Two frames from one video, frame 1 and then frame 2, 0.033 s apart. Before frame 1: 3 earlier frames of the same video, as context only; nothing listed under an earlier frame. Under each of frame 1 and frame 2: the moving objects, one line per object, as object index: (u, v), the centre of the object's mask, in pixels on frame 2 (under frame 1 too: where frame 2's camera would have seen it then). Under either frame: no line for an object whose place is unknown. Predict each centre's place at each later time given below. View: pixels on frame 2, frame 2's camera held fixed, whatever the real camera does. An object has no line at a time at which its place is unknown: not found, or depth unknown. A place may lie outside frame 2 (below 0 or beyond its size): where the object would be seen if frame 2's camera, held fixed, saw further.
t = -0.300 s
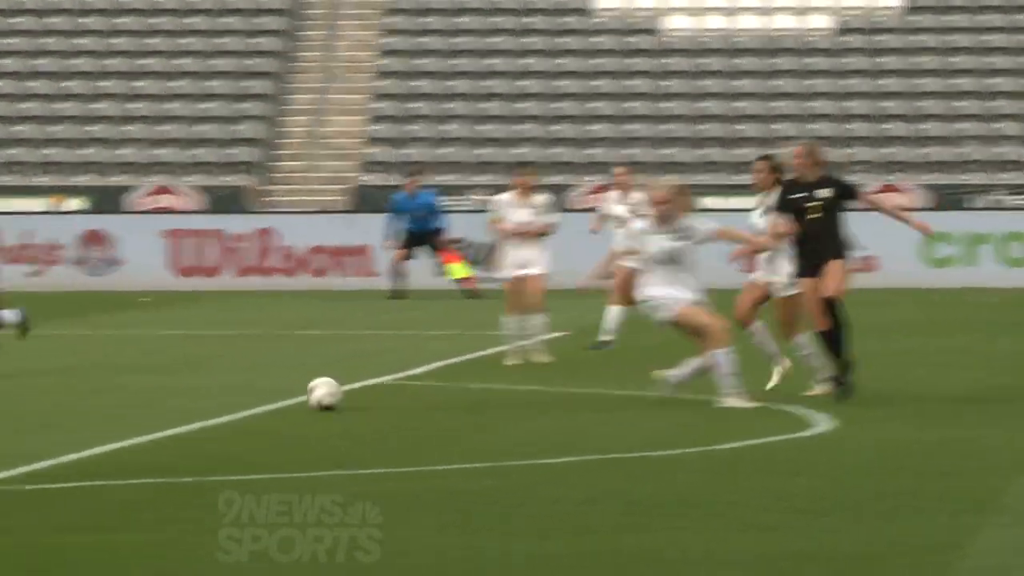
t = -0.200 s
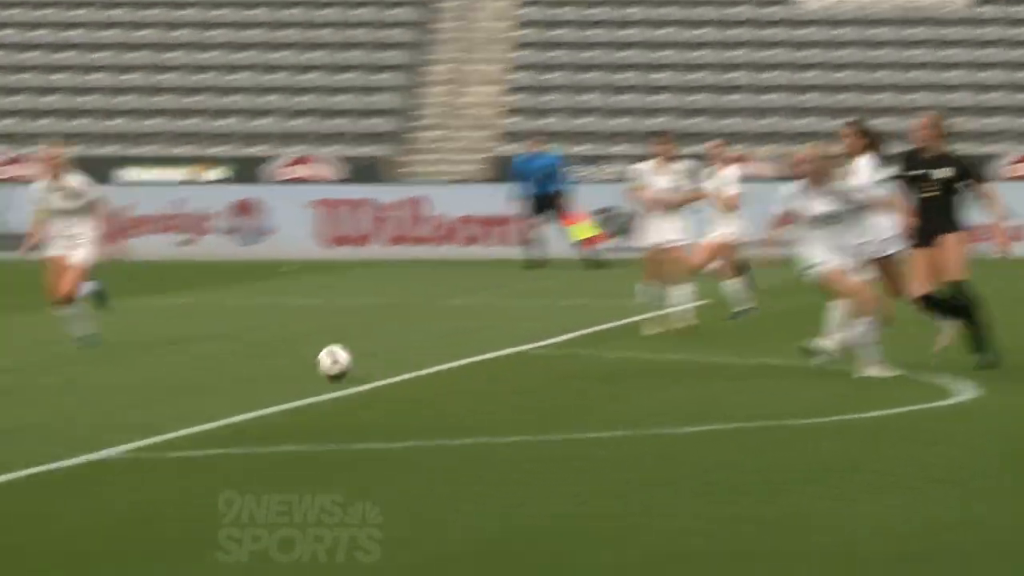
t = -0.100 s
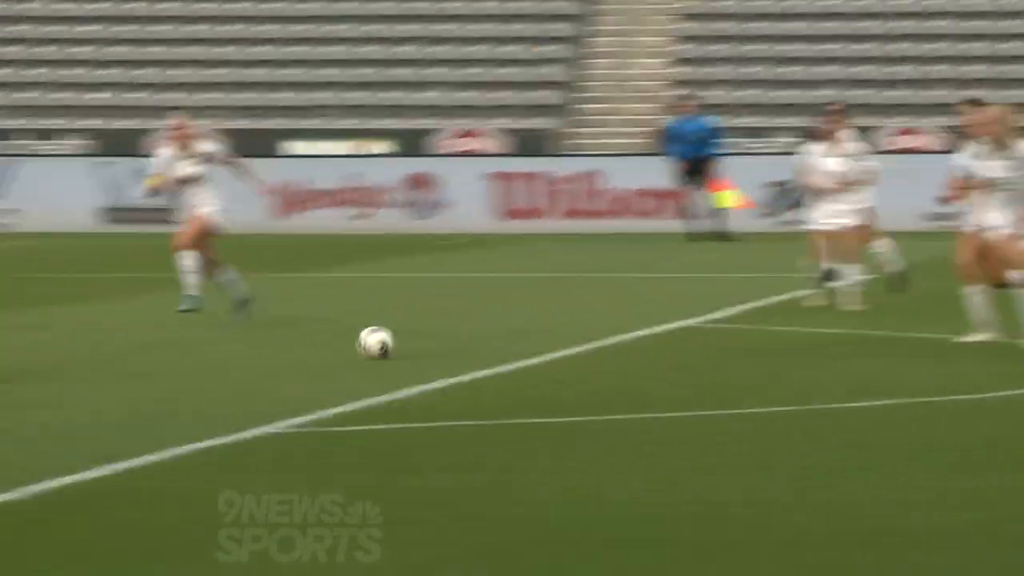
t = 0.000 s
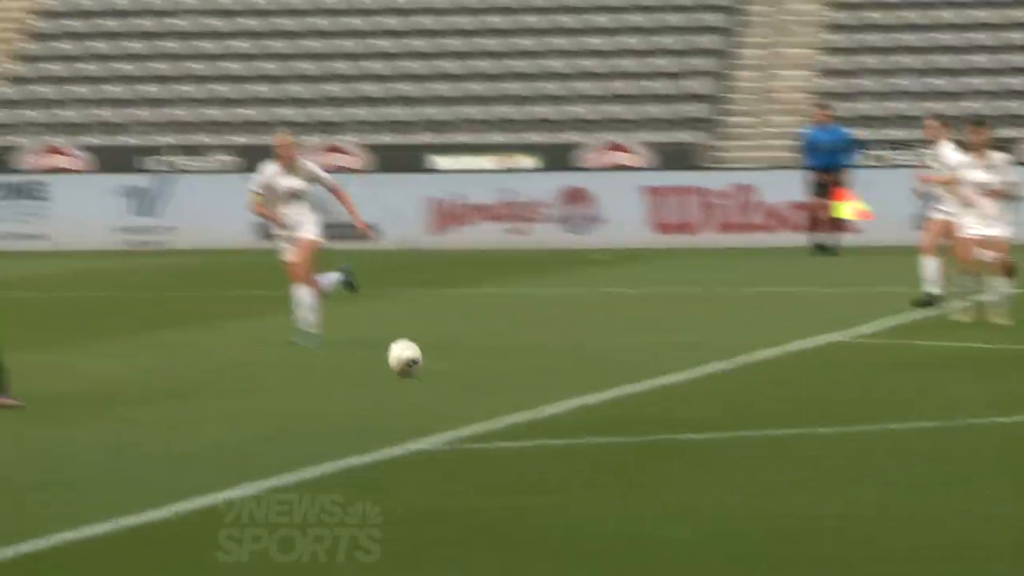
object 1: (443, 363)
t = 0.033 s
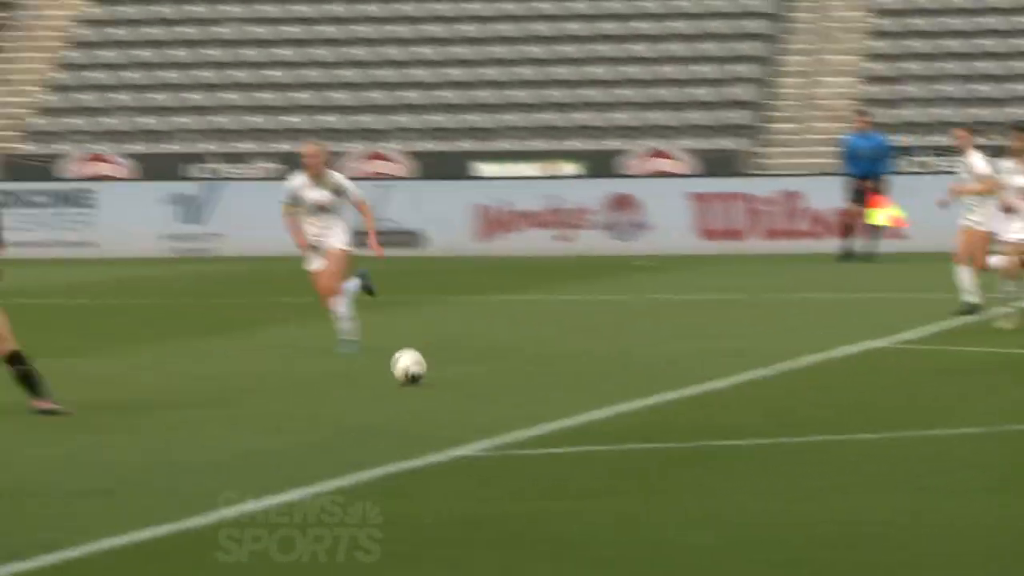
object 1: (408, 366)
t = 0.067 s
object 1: (375, 370)
